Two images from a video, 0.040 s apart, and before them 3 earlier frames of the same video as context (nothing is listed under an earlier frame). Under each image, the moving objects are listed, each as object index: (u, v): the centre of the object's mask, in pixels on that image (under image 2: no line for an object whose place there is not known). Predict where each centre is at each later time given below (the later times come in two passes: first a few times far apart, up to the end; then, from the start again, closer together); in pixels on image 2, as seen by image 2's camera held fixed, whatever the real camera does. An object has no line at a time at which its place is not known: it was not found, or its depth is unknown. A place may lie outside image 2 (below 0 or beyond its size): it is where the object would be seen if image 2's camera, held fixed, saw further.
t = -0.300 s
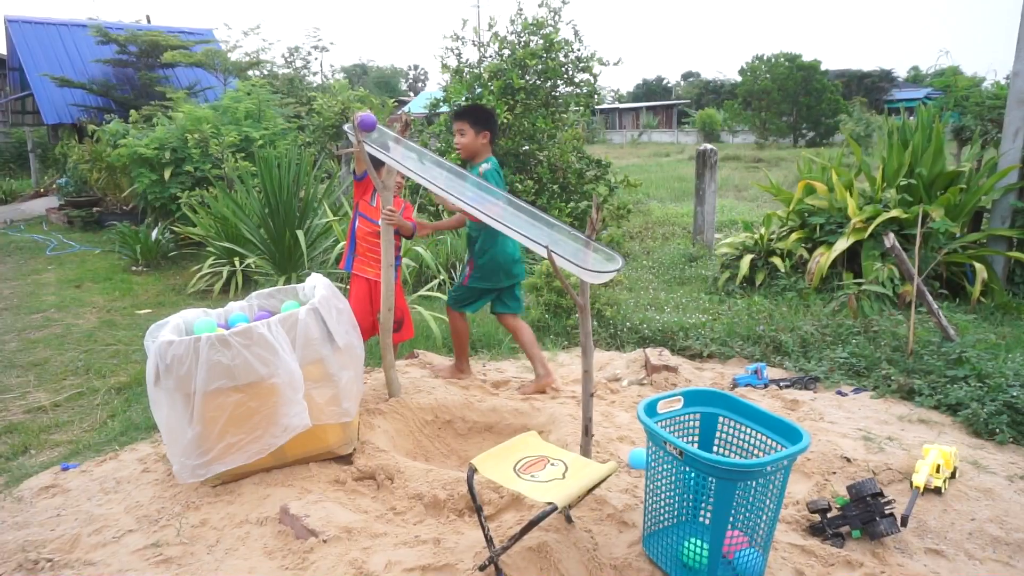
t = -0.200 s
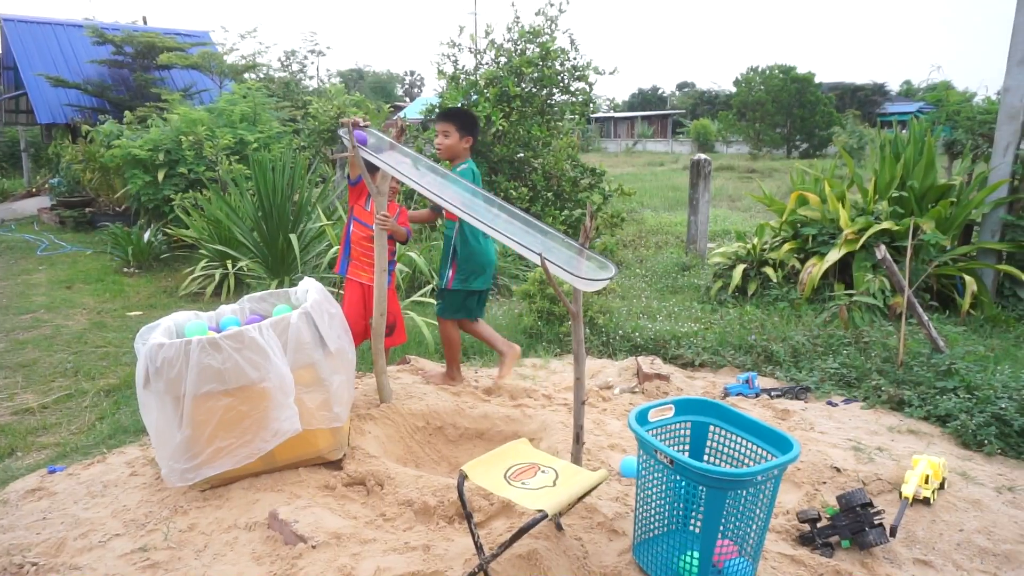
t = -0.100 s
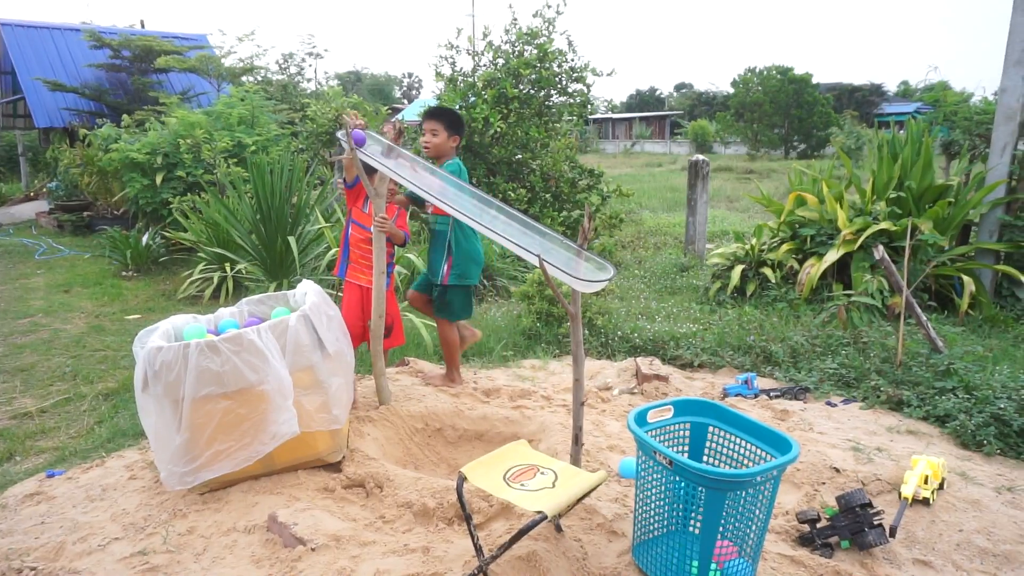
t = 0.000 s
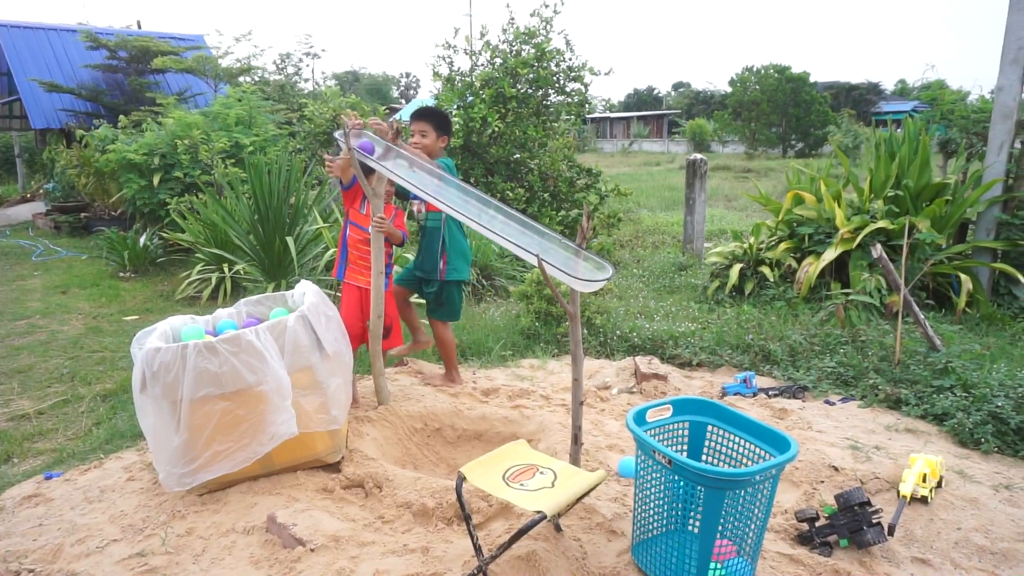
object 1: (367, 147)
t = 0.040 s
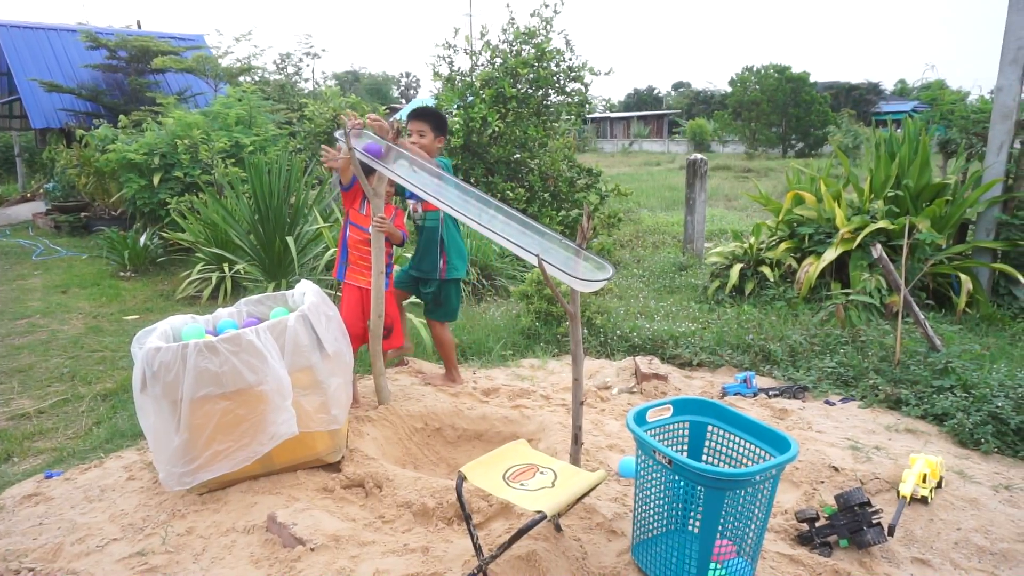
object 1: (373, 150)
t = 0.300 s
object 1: (395, 165)
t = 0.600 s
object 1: (457, 200)
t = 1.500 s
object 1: (593, 463)
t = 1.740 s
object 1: (628, 499)
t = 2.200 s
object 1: (773, 522)
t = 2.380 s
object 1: (787, 532)
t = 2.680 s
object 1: (787, 533)
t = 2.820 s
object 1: (787, 532)
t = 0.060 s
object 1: (378, 150)
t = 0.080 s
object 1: (378, 150)
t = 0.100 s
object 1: (381, 152)
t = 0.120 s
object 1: (382, 153)
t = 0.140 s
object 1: (383, 154)
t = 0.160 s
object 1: (384, 156)
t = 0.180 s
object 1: (385, 157)
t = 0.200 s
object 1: (387, 158)
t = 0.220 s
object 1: (388, 159)
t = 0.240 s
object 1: (389, 160)
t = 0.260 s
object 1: (391, 162)
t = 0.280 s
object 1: (393, 163)
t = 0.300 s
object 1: (395, 165)
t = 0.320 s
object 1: (398, 166)
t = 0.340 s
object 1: (401, 169)
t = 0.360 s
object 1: (405, 170)
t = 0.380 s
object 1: (410, 173)
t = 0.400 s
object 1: (413, 175)
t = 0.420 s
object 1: (419, 178)
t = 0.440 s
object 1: (422, 180)
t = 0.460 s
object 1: (428, 183)
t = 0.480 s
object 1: (432, 185)
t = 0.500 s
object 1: (437, 187)
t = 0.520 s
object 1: (441, 190)
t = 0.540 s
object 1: (446, 192)
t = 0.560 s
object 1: (449, 195)
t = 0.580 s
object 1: (453, 198)
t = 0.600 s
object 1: (457, 200)
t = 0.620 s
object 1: (461, 203)
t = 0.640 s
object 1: (465, 205)
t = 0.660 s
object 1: (471, 208)
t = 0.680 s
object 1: (476, 211)
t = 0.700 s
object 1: (482, 215)
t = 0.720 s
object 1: (488, 218)
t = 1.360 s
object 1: (597, 332)
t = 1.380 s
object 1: (597, 347)
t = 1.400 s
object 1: (596, 366)
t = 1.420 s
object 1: (595, 386)
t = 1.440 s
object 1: (595, 406)
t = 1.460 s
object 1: (594, 428)
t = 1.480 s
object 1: (594, 451)
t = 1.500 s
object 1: (593, 463)
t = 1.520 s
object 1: (592, 463)
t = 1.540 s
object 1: (591, 463)
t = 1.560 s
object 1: (589, 464)
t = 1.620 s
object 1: (596, 495)
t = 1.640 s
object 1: (601, 494)
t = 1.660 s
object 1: (607, 493)
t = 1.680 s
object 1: (612, 494)
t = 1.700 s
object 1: (619, 496)
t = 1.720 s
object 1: (624, 498)
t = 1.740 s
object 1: (628, 499)
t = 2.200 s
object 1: (773, 522)
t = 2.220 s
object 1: (775, 523)
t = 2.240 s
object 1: (777, 524)
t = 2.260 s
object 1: (780, 524)
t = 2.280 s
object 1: (784, 526)
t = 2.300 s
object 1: (787, 528)
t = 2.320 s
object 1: (787, 531)
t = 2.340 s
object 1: (787, 532)
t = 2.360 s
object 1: (786, 532)
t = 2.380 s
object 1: (787, 532)
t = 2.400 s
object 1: (787, 532)
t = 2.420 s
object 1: (787, 532)
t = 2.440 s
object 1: (787, 532)
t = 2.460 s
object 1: (787, 533)
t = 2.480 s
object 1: (787, 532)
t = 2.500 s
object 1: (787, 532)
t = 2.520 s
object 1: (787, 532)
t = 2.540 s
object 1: (788, 533)
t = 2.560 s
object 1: (787, 532)
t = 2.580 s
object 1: (787, 533)
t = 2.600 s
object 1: (787, 532)
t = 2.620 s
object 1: (787, 533)
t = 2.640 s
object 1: (787, 532)
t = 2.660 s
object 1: (787, 533)
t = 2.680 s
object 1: (787, 533)
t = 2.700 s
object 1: (787, 533)
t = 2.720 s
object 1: (787, 533)
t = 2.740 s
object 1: (787, 533)
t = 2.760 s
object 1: (787, 533)
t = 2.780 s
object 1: (787, 533)
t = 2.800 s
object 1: (787, 533)
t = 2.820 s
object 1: (787, 532)
